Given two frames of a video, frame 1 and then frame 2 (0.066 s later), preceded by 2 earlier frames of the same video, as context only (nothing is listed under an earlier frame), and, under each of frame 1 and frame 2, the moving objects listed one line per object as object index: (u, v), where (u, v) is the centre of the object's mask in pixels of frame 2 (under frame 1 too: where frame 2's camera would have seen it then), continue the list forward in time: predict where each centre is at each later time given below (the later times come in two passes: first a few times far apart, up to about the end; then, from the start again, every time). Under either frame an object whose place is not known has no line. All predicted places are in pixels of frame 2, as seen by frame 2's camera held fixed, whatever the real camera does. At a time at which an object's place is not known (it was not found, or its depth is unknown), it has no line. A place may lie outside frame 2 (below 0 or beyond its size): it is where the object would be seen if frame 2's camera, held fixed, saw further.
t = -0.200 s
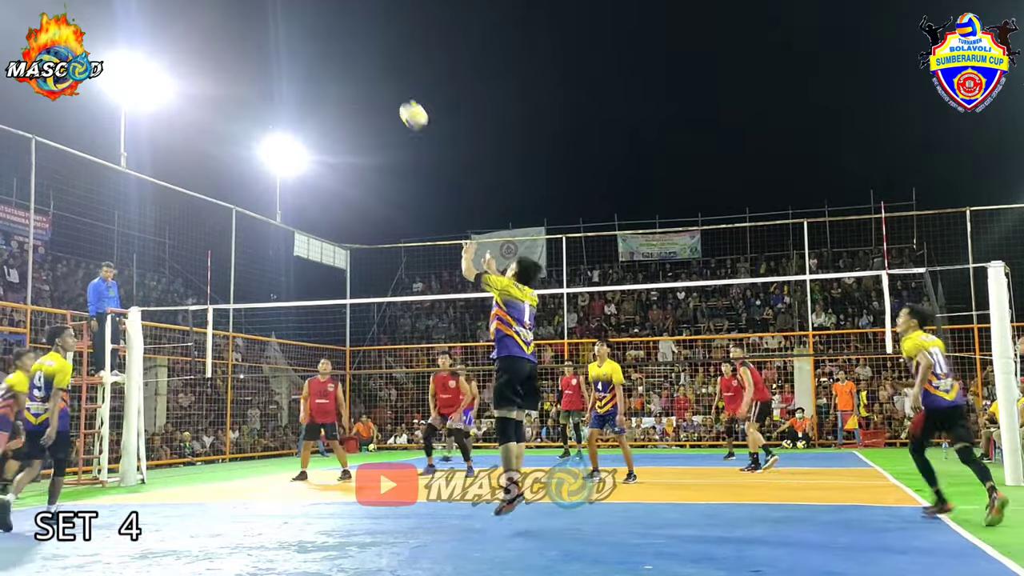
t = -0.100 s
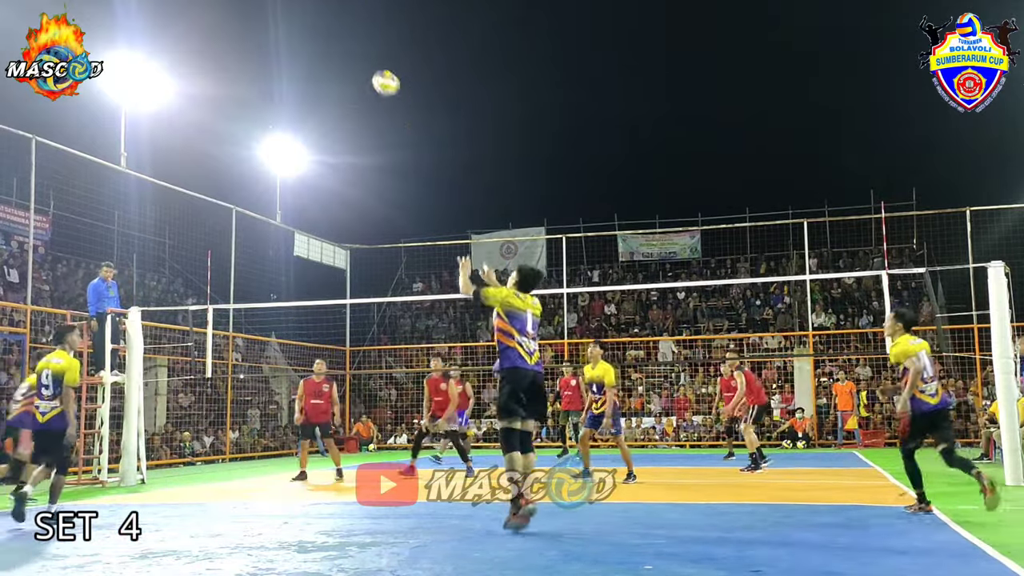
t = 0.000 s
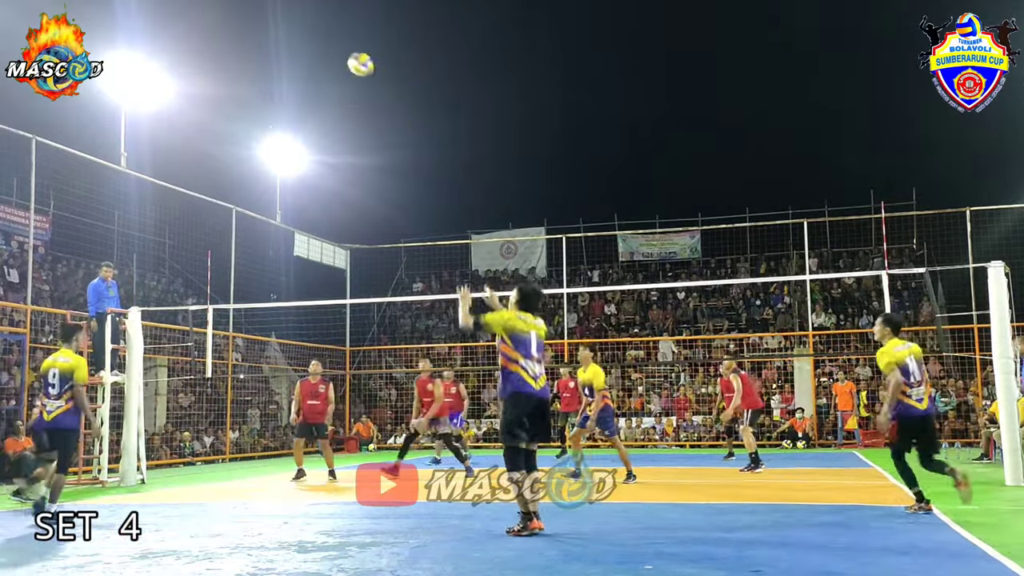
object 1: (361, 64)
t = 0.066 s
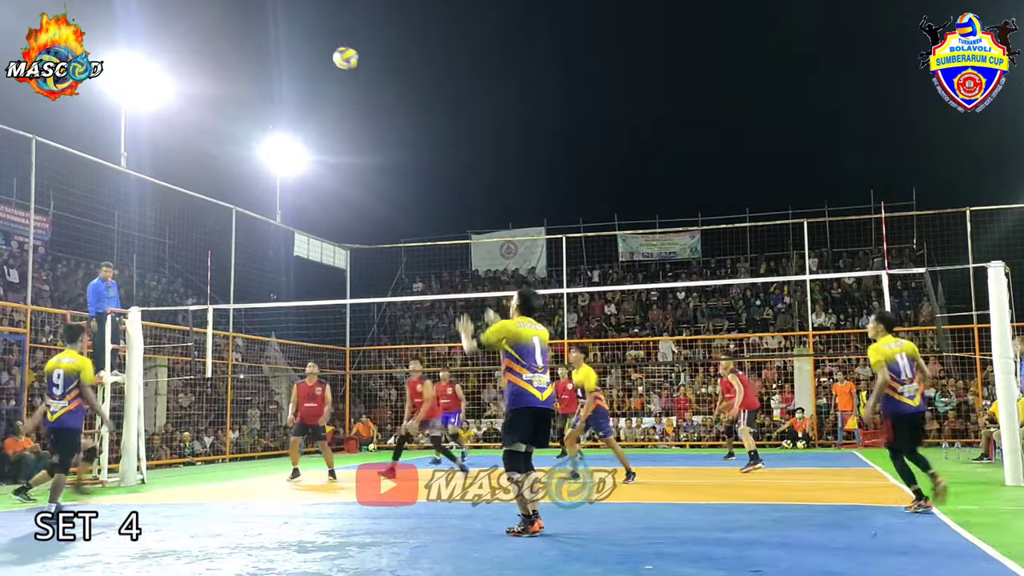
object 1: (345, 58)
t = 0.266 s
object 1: (306, 64)
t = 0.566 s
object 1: (258, 130)
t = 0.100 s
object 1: (338, 56)
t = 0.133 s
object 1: (332, 56)
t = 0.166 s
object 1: (325, 56)
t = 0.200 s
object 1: (318, 58)
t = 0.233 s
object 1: (312, 60)
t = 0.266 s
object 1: (306, 64)
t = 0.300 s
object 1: (300, 67)
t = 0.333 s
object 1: (294, 73)
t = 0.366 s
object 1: (288, 78)
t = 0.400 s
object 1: (283, 85)
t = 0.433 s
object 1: (277, 93)
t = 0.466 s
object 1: (272, 101)
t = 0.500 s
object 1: (267, 109)
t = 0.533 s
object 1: (262, 118)
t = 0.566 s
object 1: (258, 130)
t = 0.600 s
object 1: (250, 140)
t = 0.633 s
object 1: (247, 151)
